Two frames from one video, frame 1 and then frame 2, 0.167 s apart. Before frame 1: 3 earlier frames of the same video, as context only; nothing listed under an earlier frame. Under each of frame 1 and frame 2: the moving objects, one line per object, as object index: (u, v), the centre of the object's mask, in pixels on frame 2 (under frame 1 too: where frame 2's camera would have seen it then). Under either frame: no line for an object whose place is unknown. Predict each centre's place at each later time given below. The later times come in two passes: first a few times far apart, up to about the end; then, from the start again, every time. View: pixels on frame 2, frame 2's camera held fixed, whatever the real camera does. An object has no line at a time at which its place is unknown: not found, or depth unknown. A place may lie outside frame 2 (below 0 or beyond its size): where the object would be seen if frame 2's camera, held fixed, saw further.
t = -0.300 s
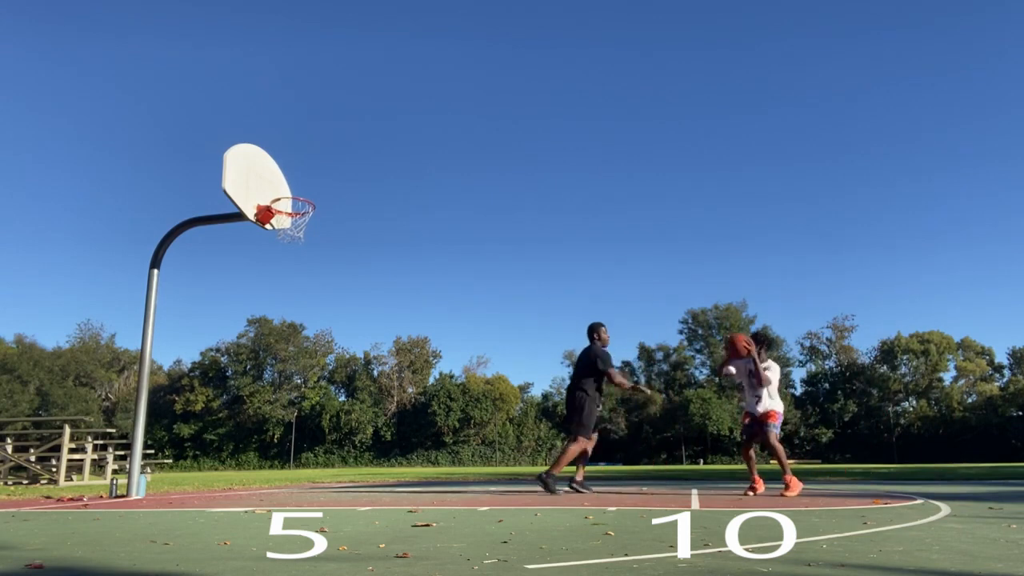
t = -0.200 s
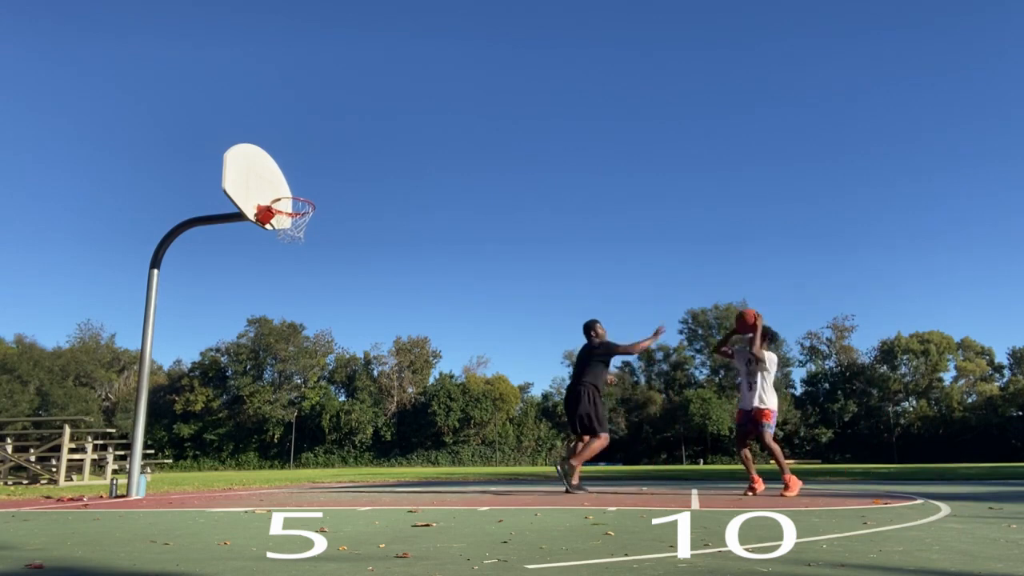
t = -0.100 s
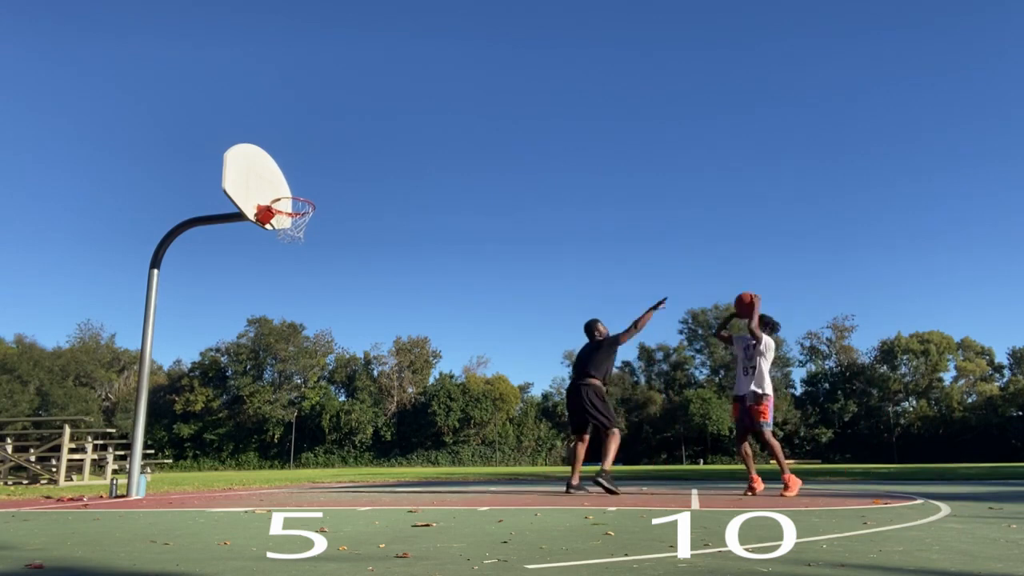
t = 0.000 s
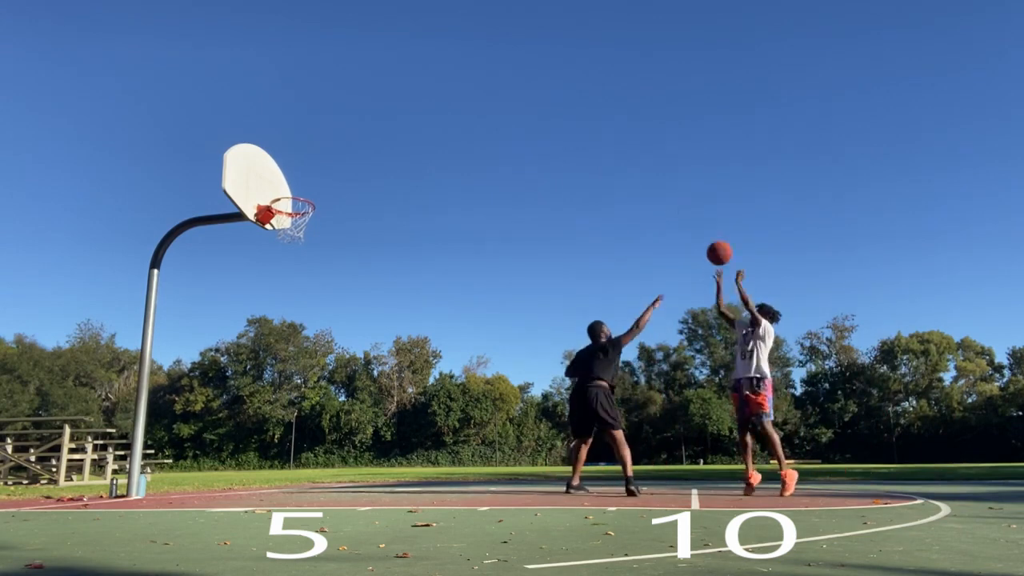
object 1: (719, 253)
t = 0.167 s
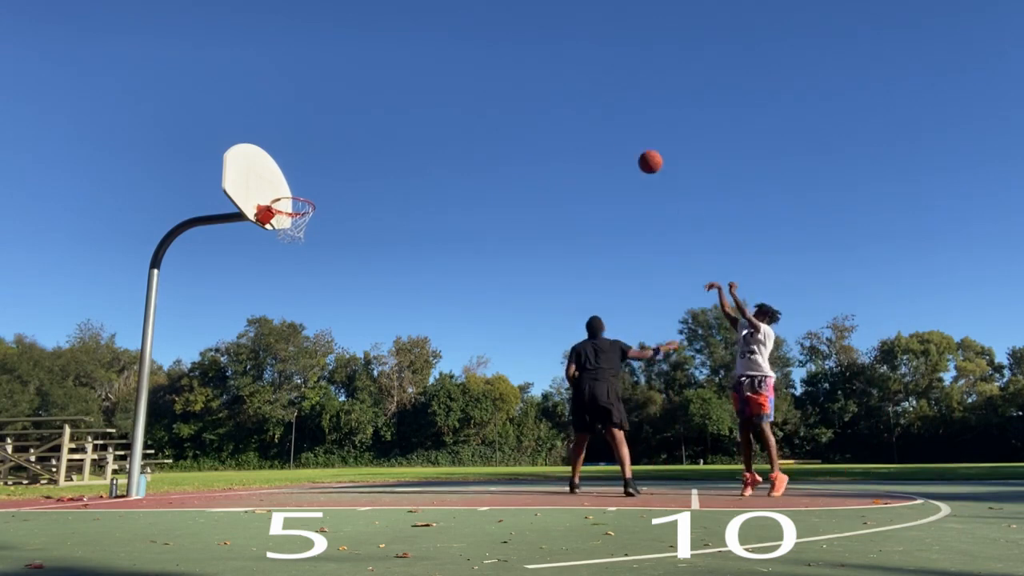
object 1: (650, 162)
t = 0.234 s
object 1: (624, 134)
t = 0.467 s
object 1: (542, 75)
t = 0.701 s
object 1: (468, 63)
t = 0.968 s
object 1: (386, 102)
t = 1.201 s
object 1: (316, 182)
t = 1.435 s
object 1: (327, 156)
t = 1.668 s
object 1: (348, 156)
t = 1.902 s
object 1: (369, 209)
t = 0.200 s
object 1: (637, 147)
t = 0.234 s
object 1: (624, 134)
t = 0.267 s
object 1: (612, 122)
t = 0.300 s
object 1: (600, 112)
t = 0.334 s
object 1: (588, 102)
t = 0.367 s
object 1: (576, 93)
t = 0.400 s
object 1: (565, 86)
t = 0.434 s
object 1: (553, 80)
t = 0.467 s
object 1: (542, 75)
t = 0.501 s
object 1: (531, 70)
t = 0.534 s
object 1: (520, 67)
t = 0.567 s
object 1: (510, 64)
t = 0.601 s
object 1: (499, 62)
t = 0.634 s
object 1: (488, 62)
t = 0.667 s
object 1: (478, 62)
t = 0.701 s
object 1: (468, 63)
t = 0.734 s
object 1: (457, 65)
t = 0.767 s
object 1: (447, 67)
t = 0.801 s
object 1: (436, 71)
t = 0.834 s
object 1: (426, 76)
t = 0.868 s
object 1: (416, 81)
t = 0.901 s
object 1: (406, 87)
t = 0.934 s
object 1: (397, 95)
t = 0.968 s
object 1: (386, 102)
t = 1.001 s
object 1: (376, 112)
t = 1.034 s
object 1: (366, 121)
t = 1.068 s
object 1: (356, 132)
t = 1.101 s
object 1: (346, 143)
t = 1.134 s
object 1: (336, 156)
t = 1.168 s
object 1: (326, 168)
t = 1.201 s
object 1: (316, 182)
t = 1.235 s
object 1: (310, 192)
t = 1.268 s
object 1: (312, 184)
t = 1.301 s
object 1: (315, 177)
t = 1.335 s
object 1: (318, 170)
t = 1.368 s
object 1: (321, 164)
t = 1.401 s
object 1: (325, 160)
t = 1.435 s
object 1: (327, 156)
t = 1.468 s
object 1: (330, 153)
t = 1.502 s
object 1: (333, 152)
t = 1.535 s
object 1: (336, 151)
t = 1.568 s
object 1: (339, 150)
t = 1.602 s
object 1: (342, 151)
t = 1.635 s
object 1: (345, 153)
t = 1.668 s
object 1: (348, 156)
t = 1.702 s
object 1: (351, 160)
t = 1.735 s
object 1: (354, 165)
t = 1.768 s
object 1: (357, 172)
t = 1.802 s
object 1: (360, 179)
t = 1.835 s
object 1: (363, 188)
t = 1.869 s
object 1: (366, 198)
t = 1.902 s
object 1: (369, 209)
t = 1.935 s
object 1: (372, 221)
